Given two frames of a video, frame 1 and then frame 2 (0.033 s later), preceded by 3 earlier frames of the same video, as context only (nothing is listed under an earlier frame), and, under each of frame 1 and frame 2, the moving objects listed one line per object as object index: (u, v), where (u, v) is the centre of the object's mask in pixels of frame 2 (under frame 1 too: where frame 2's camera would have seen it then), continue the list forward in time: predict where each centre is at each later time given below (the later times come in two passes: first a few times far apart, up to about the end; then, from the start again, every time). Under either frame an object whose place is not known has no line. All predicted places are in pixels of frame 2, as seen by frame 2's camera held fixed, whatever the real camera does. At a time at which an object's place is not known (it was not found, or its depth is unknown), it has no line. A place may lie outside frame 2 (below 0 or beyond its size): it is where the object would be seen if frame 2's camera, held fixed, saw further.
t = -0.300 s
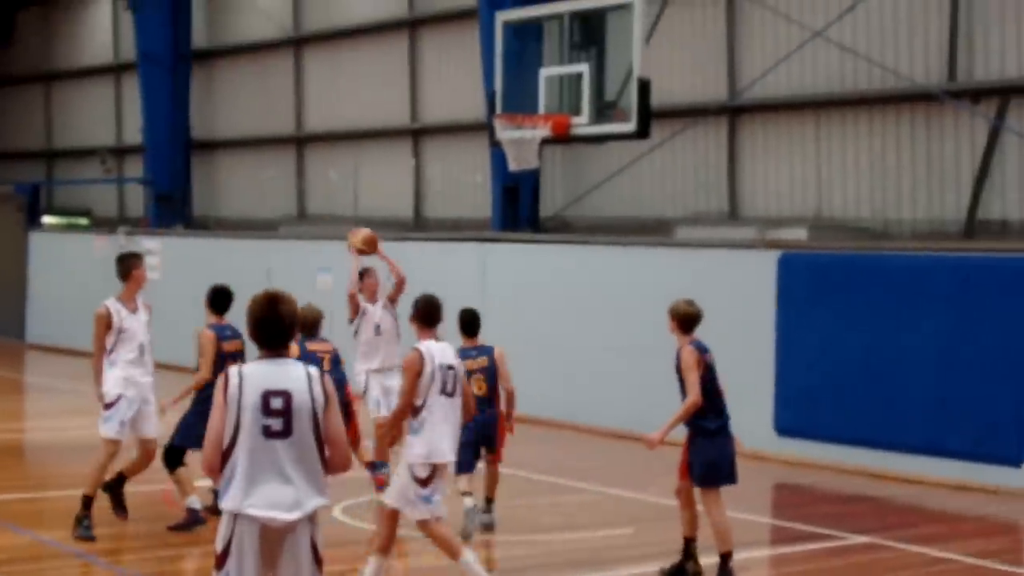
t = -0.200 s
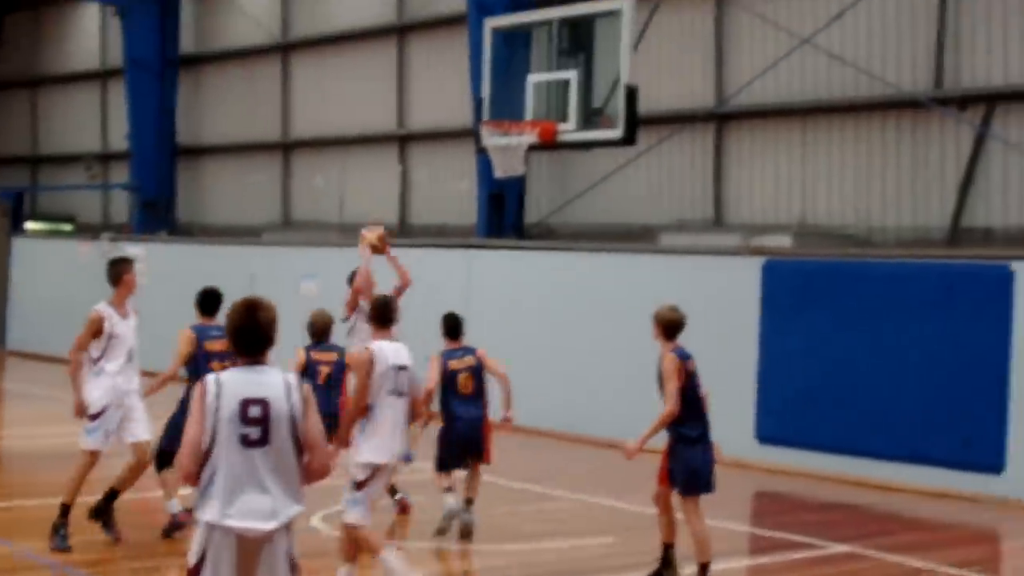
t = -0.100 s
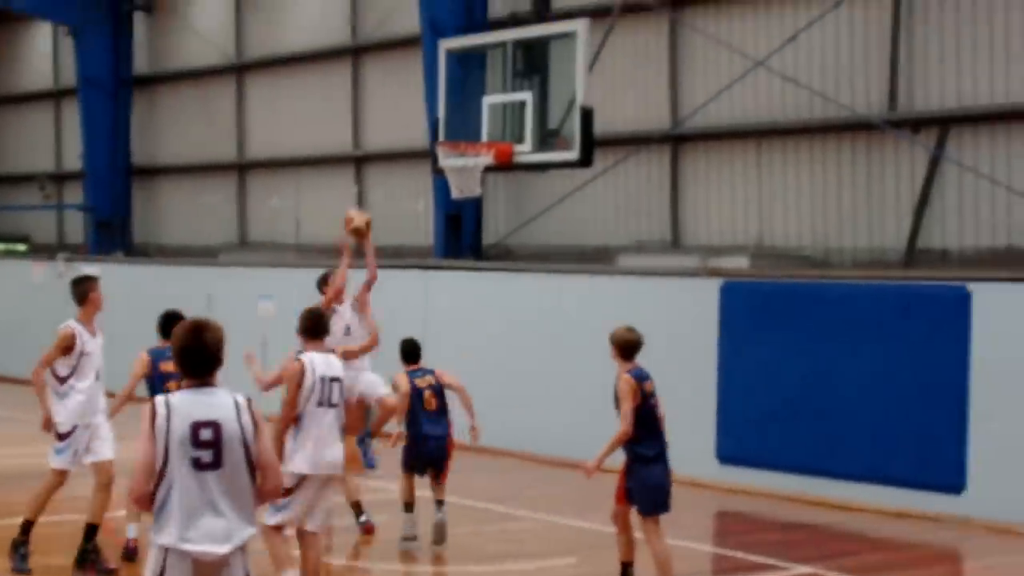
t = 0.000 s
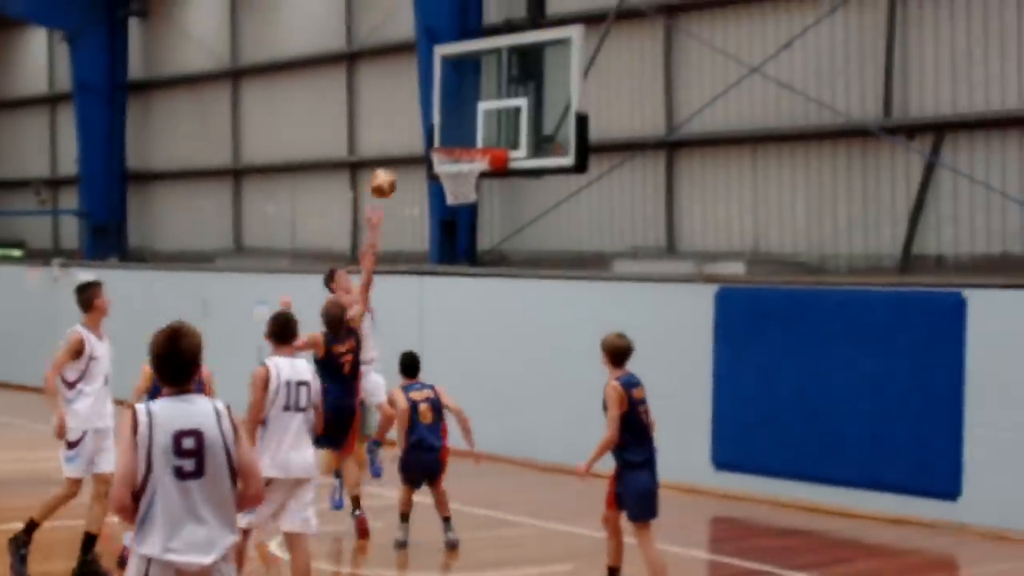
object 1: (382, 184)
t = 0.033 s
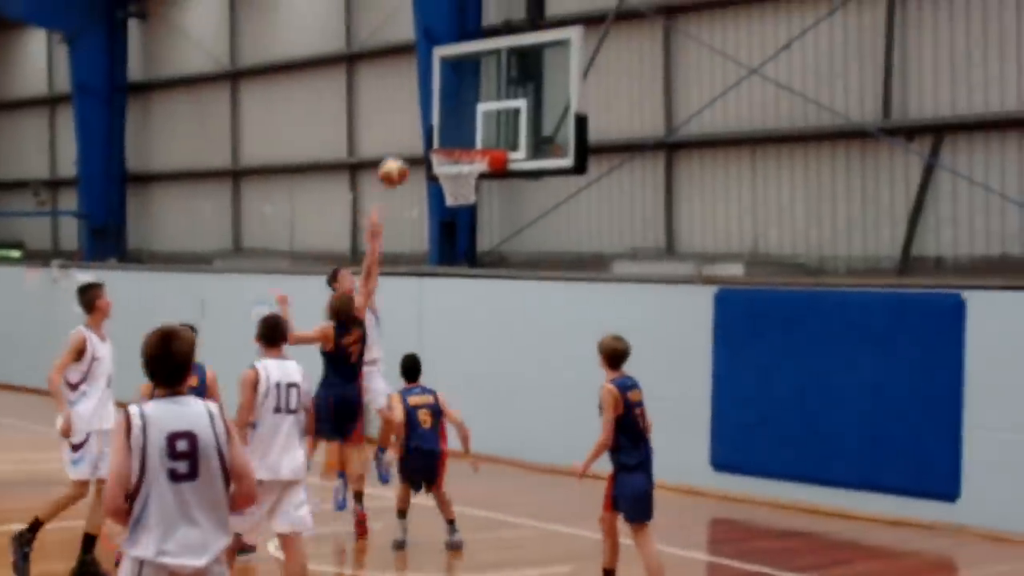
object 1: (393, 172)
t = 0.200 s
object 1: (446, 129)
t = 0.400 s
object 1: (459, 124)
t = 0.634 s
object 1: (463, 167)
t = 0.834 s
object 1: (453, 193)
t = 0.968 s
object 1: (450, 226)
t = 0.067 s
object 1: (403, 161)
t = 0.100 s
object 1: (412, 151)
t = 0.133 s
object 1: (423, 142)
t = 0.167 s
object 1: (434, 135)
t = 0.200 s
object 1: (446, 129)
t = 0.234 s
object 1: (454, 124)
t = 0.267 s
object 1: (454, 122)
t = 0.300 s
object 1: (456, 120)
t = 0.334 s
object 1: (456, 120)
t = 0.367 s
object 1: (458, 122)
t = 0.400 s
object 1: (459, 124)
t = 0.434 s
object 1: (460, 127)
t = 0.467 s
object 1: (461, 132)
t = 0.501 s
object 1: (462, 136)
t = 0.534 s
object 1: (463, 141)
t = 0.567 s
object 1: (464, 157)
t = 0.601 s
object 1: (465, 166)
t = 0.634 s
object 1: (463, 167)
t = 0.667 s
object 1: (462, 165)
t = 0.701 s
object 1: (460, 174)
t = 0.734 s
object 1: (459, 176)
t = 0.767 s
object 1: (457, 181)
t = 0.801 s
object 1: (453, 195)
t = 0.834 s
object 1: (453, 193)
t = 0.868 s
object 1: (451, 205)
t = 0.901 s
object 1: (451, 210)
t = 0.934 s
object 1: (451, 216)
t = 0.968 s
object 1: (450, 226)
